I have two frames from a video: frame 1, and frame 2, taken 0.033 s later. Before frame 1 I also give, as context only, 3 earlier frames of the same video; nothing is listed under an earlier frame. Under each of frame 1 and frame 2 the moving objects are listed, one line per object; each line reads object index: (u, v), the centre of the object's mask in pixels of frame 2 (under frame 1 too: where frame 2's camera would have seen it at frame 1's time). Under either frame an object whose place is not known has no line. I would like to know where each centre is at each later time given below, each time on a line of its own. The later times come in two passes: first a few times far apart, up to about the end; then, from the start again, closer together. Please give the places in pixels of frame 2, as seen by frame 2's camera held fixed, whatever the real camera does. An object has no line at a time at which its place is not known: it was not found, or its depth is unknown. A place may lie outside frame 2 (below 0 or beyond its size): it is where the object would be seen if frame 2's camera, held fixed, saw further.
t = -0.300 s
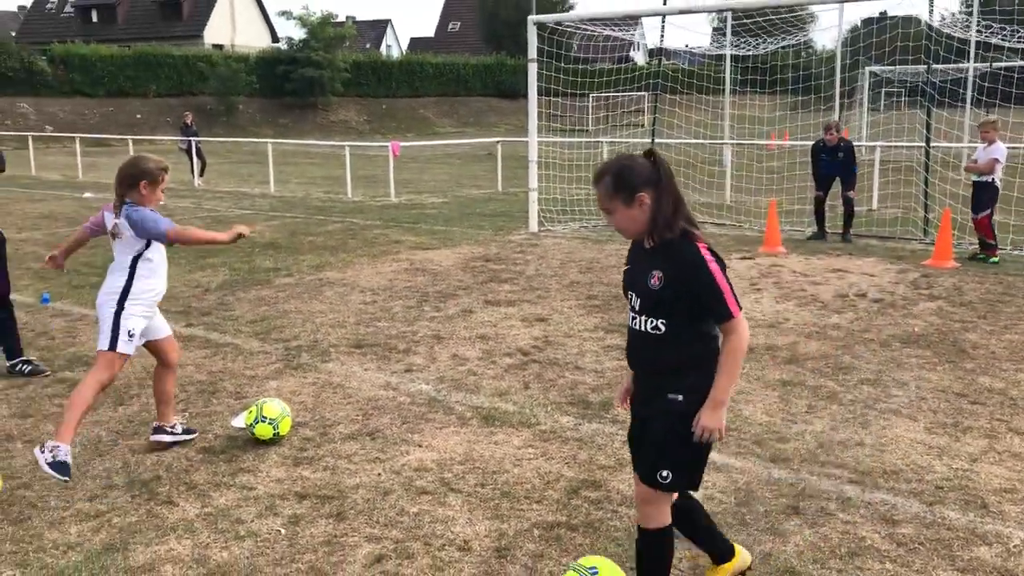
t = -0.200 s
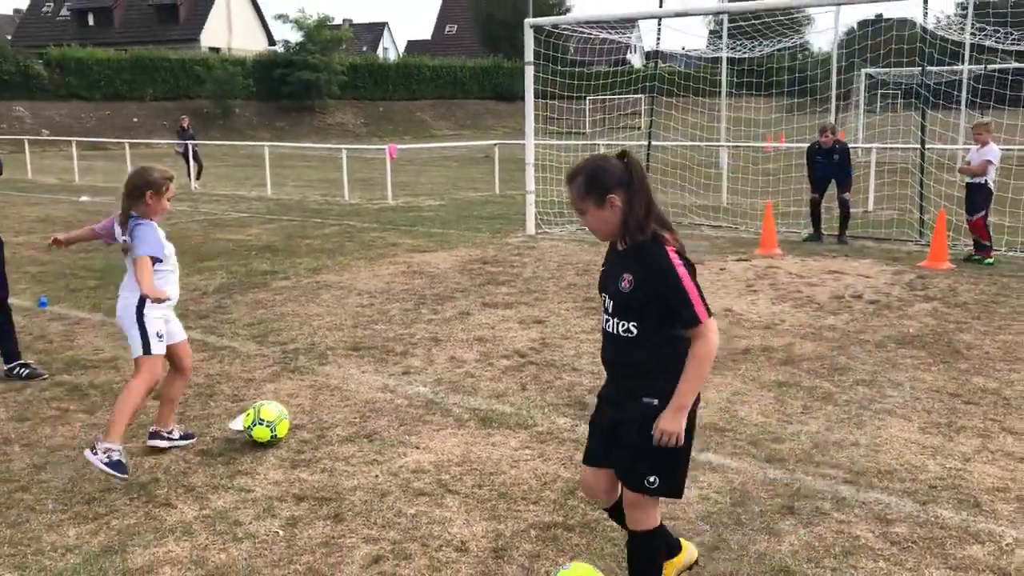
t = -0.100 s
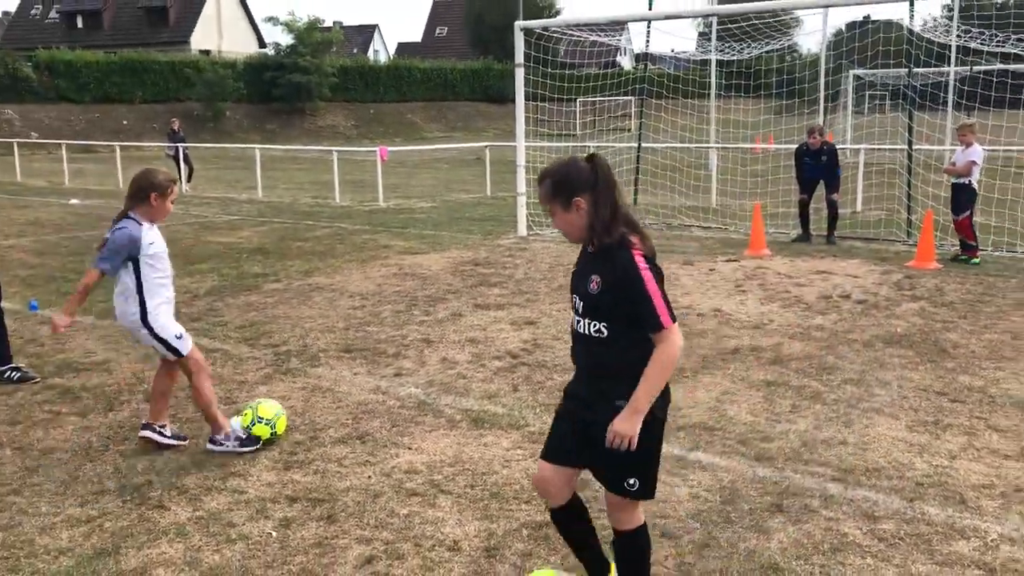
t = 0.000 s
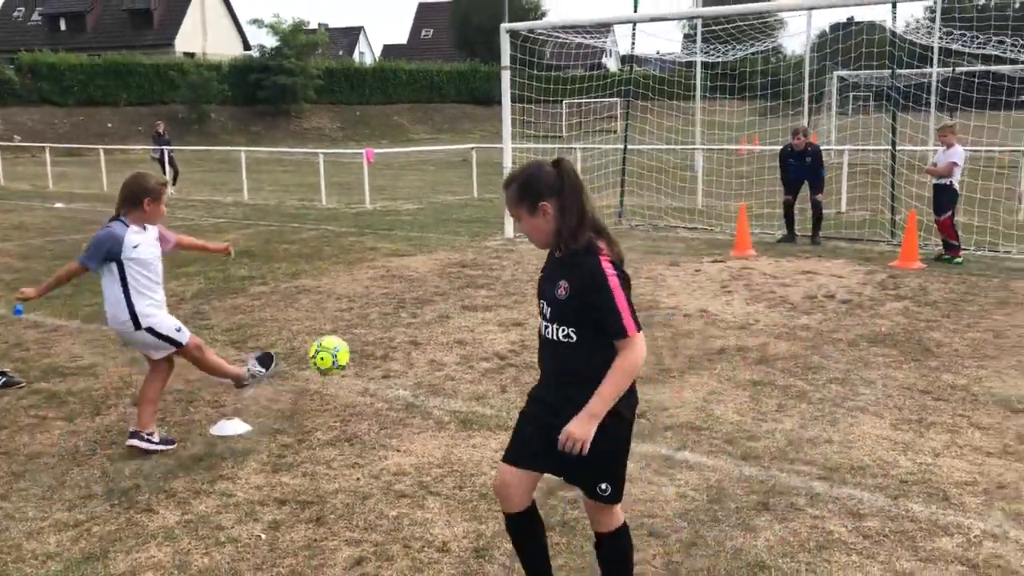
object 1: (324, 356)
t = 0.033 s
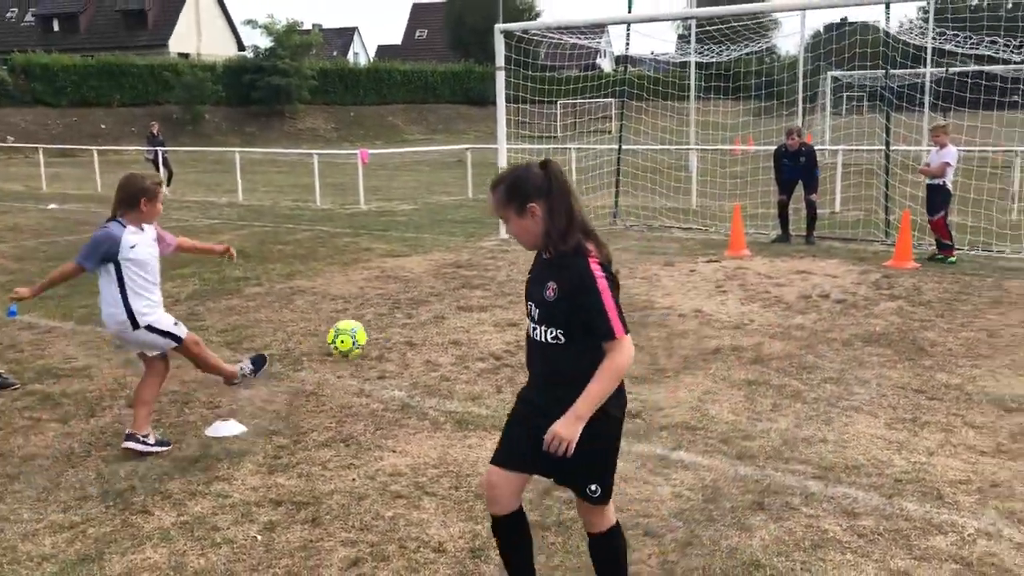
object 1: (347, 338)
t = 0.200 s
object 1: (437, 291)
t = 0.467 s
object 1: (524, 276)
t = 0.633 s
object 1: (553, 258)
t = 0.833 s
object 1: (576, 249)
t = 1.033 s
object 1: (592, 246)
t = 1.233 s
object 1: (607, 238)
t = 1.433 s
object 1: (621, 229)
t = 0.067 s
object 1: (368, 324)
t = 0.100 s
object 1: (387, 312)
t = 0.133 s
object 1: (405, 304)
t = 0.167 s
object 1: (421, 297)
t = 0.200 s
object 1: (437, 291)
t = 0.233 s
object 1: (451, 289)
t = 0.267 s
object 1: (455, 288)
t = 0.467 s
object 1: (524, 276)
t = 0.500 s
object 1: (530, 269)
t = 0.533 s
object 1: (536, 265)
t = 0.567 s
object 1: (542, 262)
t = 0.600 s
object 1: (547, 259)
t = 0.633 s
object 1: (553, 258)
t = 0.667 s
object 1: (557, 259)
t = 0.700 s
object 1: (562, 261)
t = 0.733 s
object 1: (566, 263)
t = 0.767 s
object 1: (569, 257)
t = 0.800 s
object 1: (572, 253)
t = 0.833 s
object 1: (576, 249)
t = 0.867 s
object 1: (579, 247)
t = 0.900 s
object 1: (581, 247)
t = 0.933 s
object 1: (584, 247)
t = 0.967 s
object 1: (586, 249)
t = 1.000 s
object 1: (589, 250)
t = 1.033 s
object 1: (592, 246)
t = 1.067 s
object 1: (595, 242)
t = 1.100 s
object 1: (597, 239)
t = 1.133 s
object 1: (600, 237)
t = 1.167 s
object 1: (603, 236)
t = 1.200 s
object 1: (605, 237)
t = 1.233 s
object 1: (607, 238)
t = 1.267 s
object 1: (609, 240)
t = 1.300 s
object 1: (611, 242)
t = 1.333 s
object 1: (613, 237)
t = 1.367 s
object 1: (616, 233)
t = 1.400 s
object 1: (619, 230)
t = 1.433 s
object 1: (621, 229)
